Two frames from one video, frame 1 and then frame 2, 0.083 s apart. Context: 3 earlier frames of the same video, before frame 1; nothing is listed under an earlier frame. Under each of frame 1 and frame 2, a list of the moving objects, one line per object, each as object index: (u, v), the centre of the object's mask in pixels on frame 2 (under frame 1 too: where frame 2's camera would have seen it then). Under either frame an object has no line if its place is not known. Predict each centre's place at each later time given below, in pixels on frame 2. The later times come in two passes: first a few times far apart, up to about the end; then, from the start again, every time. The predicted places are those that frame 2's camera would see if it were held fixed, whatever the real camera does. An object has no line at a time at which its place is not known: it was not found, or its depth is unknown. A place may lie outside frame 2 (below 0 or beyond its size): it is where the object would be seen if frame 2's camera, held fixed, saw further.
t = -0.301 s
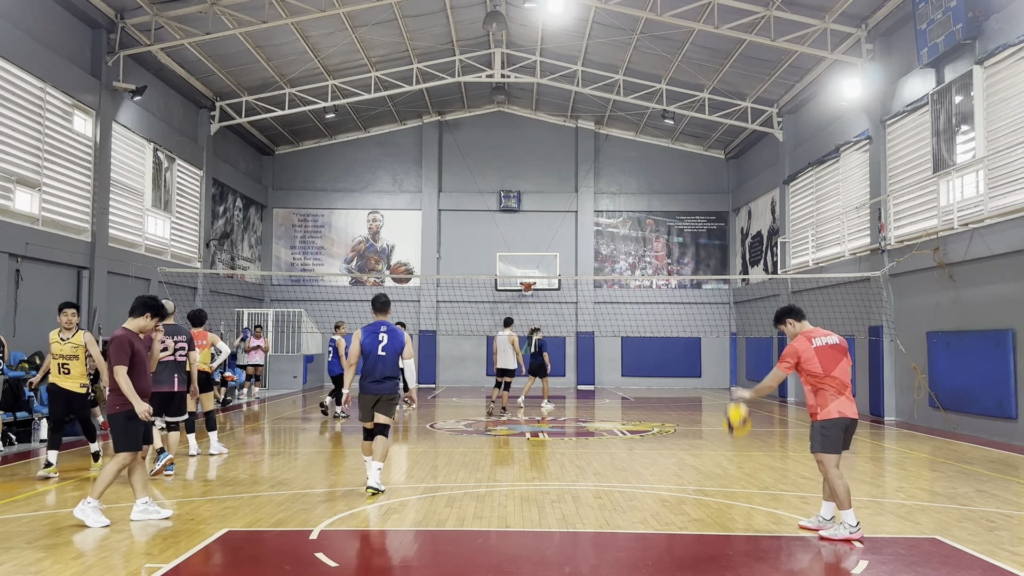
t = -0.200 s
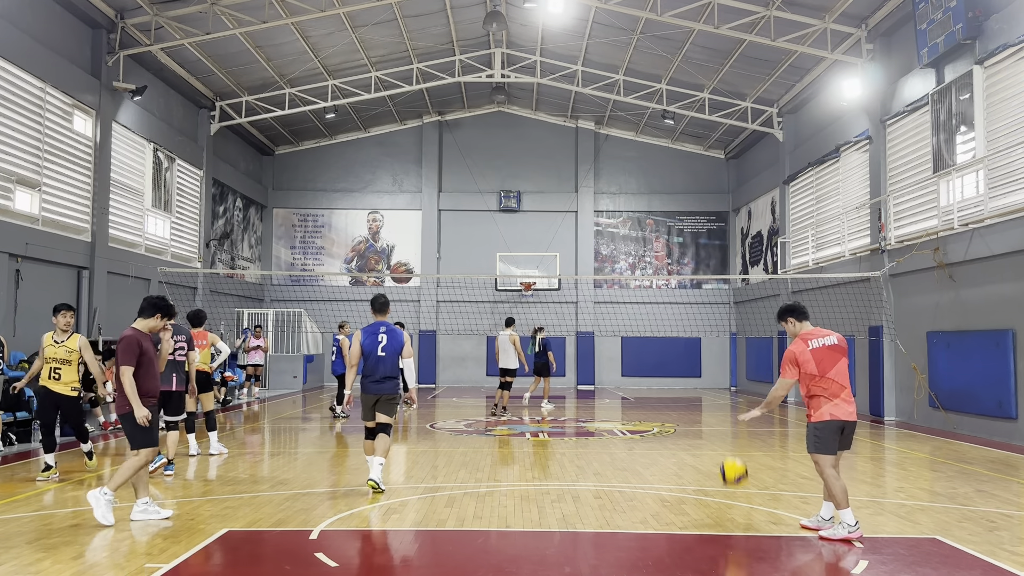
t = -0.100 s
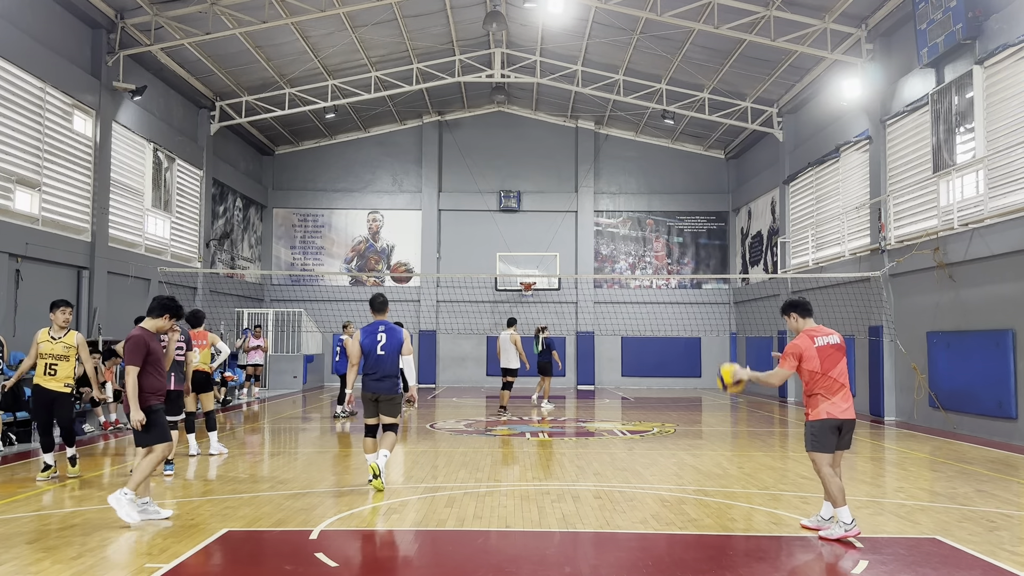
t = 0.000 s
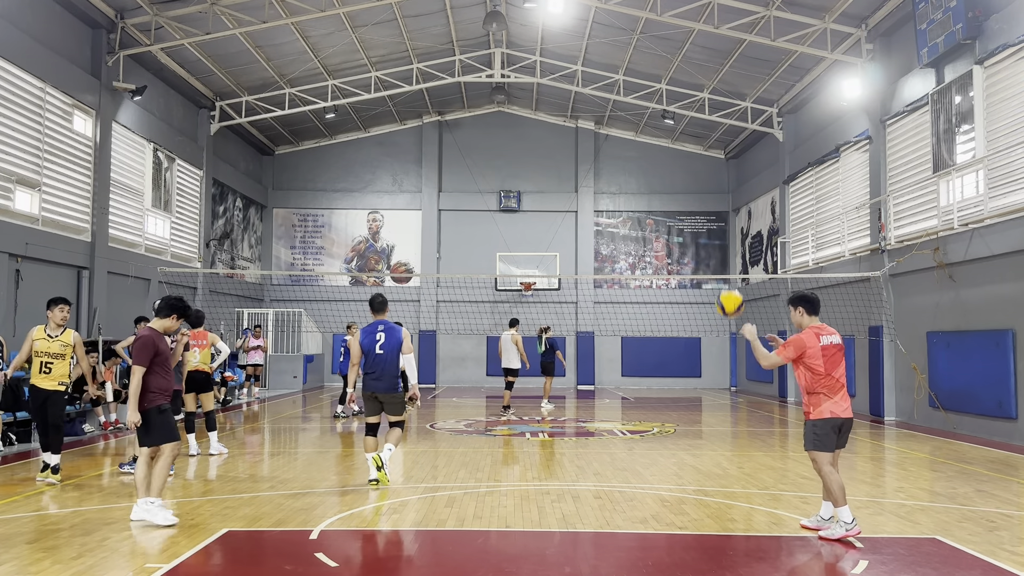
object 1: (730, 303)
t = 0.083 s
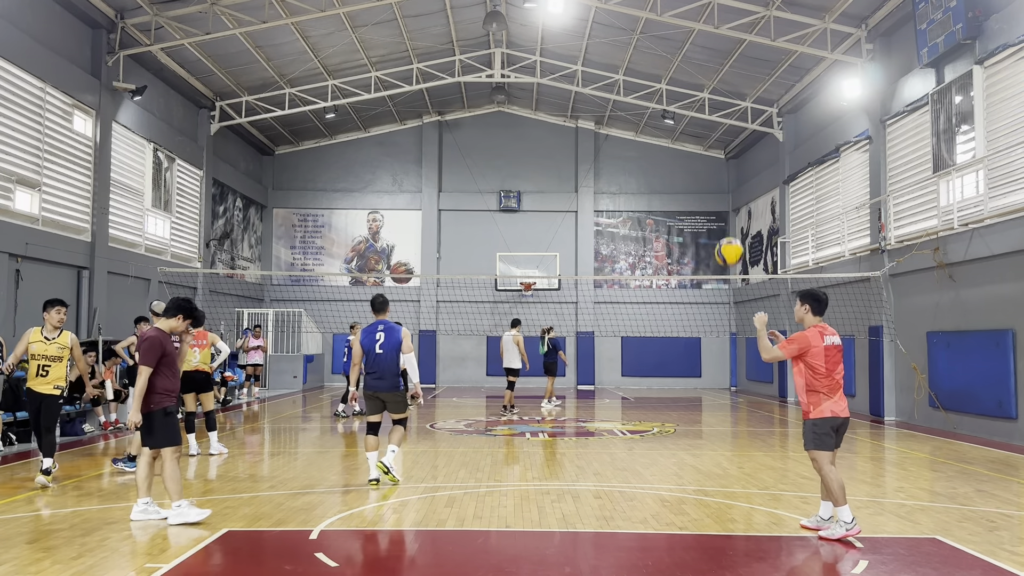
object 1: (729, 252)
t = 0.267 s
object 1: (729, 173)
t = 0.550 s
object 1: (728, 138)
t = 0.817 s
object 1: (729, 194)
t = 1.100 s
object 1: (730, 352)
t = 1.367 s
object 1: (733, 454)
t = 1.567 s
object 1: (732, 355)
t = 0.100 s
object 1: (729, 243)
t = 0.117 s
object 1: (729, 234)
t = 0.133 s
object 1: (729, 226)
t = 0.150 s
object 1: (729, 218)
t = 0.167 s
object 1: (729, 210)
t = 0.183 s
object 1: (729, 203)
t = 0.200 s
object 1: (729, 197)
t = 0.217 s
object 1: (729, 190)
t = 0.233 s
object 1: (729, 184)
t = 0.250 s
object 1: (729, 178)
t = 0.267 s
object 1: (729, 173)
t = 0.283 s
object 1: (729, 168)
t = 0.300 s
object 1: (729, 164)
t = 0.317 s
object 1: (729, 159)
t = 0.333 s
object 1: (729, 155)
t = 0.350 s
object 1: (729, 152)
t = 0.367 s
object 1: (729, 149)
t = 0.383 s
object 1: (729, 146)
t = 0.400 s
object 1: (729, 144)
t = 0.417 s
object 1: (729, 142)
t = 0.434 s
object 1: (729, 140)
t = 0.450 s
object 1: (729, 139)
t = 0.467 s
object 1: (729, 138)
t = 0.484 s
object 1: (729, 137)
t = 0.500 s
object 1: (728, 137)
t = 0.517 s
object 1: (728, 137)
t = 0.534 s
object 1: (728, 137)
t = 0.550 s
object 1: (728, 138)
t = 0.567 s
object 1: (728, 138)
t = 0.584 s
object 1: (728, 139)
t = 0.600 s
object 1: (729, 141)
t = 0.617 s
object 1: (729, 143)
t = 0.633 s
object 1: (729, 145)
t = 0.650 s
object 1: (729, 148)
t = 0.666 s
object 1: (729, 151)
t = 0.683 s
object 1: (729, 155)
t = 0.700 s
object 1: (729, 158)
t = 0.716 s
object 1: (729, 162)
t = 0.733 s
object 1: (728, 167)
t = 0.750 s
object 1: (729, 172)
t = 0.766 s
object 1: (729, 177)
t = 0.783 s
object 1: (729, 182)
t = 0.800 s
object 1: (728, 188)
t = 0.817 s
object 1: (729, 194)
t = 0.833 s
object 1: (729, 201)
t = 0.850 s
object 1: (728, 208)
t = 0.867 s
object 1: (728, 215)
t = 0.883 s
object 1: (728, 222)
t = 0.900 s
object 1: (727, 230)
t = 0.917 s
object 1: (728, 238)
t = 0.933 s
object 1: (728, 247)
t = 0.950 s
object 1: (728, 256)
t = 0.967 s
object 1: (728, 265)
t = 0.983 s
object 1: (729, 274)
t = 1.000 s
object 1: (729, 284)
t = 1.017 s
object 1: (729, 294)
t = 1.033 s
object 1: (729, 306)
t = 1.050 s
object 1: (729, 317)
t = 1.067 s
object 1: (729, 328)
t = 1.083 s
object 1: (729, 340)
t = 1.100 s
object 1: (730, 352)
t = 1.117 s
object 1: (730, 364)
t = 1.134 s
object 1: (730, 377)
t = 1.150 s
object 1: (730, 390)
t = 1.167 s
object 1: (731, 403)
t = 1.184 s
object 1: (731, 417)
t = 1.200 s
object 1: (731, 430)
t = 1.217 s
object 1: (732, 445)
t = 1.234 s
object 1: (732, 460)
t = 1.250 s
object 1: (733, 476)
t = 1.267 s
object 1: (733, 492)
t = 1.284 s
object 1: (734, 509)
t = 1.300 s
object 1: (734, 501)
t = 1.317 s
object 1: (734, 488)
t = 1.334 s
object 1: (734, 476)
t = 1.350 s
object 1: (733, 465)
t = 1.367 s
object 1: (733, 454)
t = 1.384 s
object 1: (733, 444)
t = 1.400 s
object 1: (733, 434)
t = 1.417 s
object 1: (733, 424)
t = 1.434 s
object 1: (733, 414)
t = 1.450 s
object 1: (733, 406)
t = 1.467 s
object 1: (732, 398)
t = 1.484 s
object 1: (732, 389)
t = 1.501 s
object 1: (732, 382)
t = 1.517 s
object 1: (732, 374)
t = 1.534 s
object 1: (732, 367)
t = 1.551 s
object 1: (732, 361)
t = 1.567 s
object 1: (732, 355)
